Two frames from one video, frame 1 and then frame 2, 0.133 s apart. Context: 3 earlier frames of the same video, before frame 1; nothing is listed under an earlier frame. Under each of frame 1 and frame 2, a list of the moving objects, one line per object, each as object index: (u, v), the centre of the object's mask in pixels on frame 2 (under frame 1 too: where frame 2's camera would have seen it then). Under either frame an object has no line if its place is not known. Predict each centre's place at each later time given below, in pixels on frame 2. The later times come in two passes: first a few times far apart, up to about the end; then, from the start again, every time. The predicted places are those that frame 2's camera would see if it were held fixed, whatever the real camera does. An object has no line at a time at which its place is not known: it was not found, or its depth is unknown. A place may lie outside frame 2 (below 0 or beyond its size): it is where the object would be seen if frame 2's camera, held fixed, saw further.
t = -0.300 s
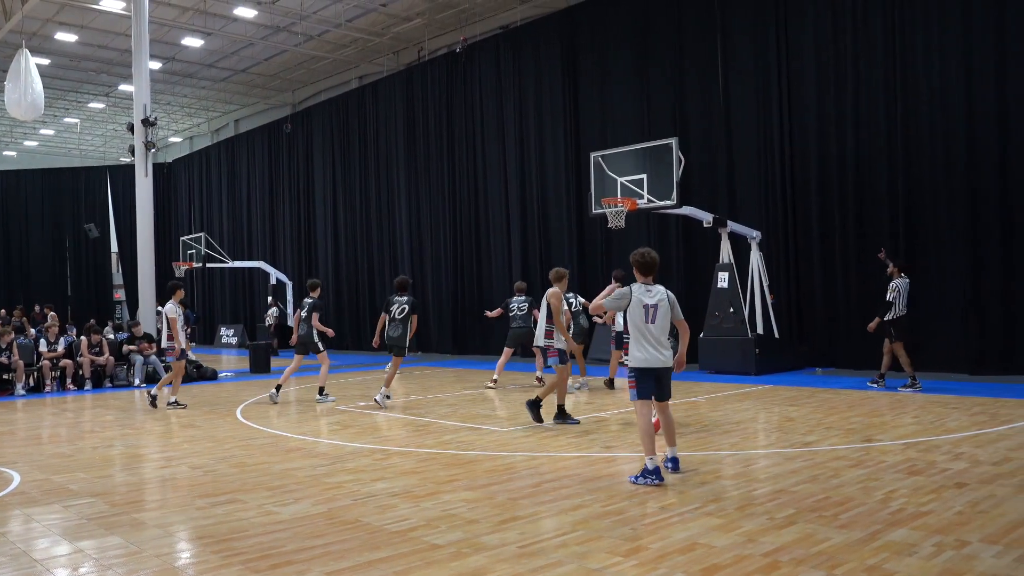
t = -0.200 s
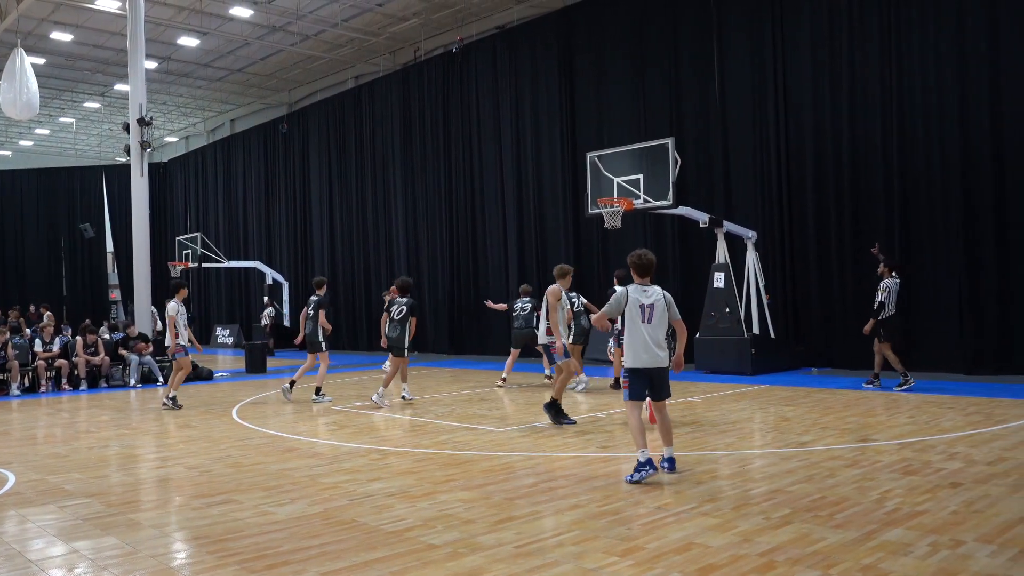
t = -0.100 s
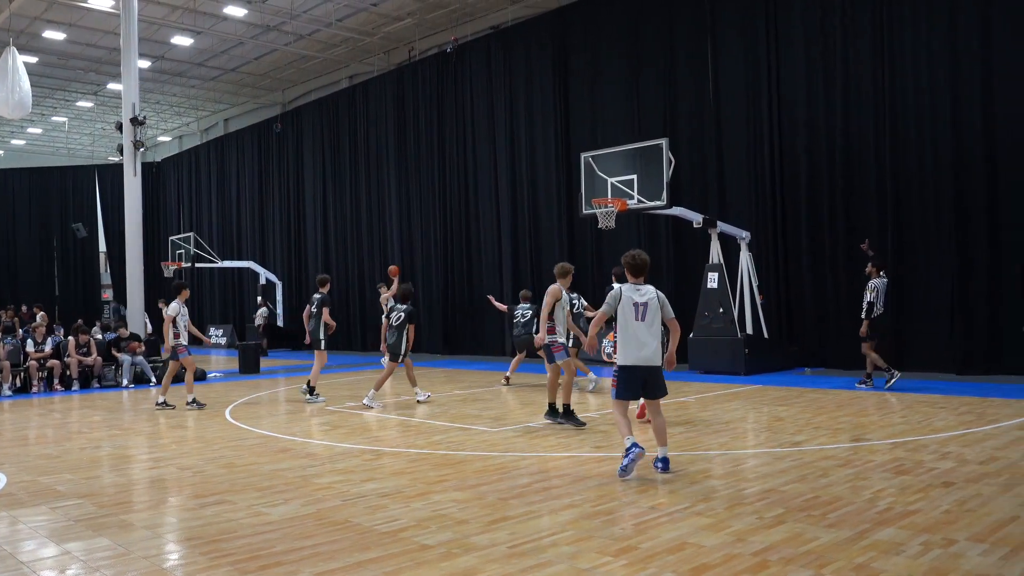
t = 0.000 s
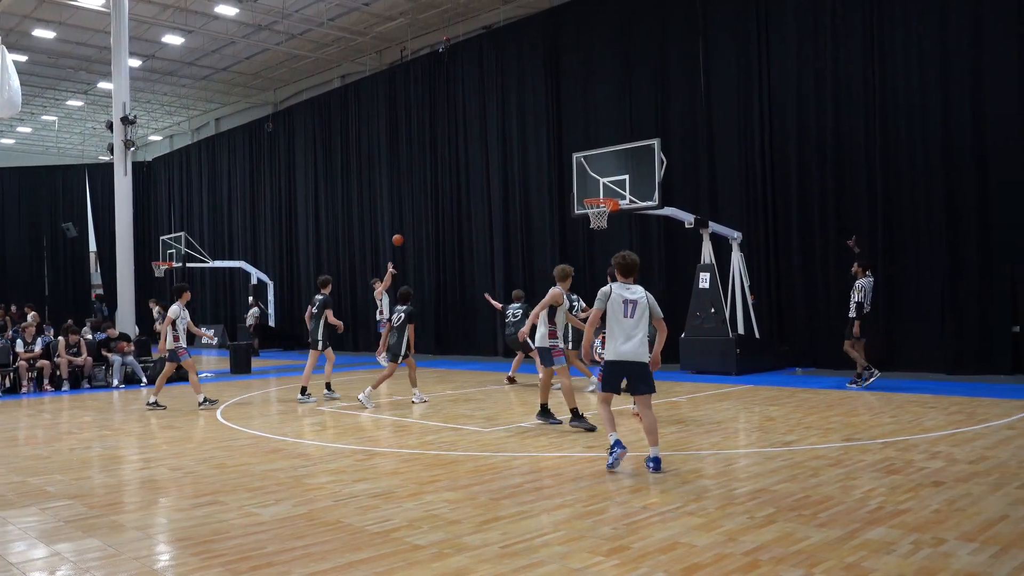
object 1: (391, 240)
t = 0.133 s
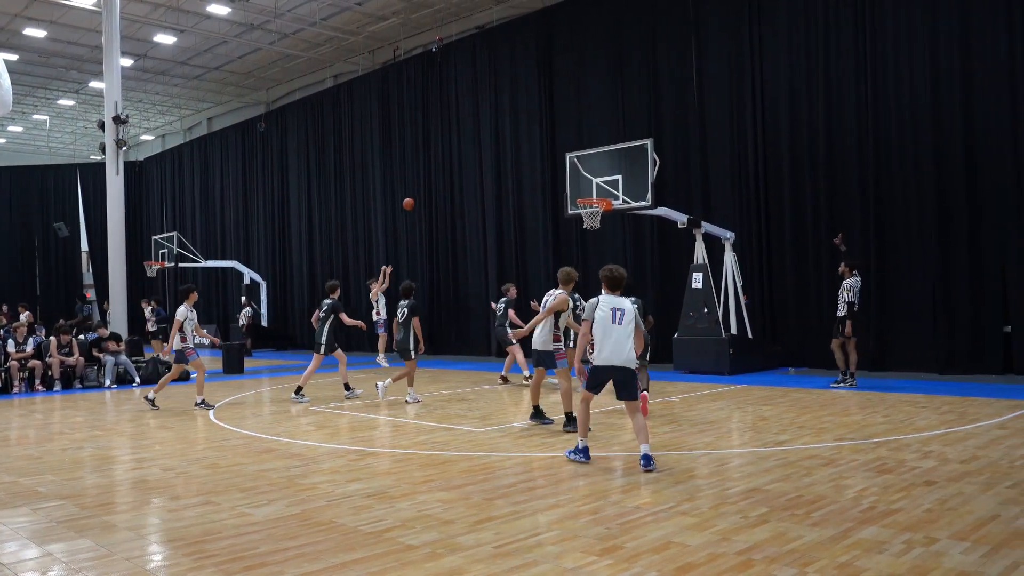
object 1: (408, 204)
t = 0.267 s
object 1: (427, 175)
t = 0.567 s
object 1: (472, 138)
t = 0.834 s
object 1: (518, 143)
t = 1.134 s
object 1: (574, 196)
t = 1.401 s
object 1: (542, 155)
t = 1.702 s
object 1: (505, 158)
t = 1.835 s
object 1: (489, 177)
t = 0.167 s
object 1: (413, 196)
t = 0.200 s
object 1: (418, 189)
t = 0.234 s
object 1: (422, 181)
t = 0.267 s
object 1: (427, 175)
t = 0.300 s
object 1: (432, 169)
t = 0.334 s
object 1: (436, 163)
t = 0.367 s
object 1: (442, 158)
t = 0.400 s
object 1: (446, 154)
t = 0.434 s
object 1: (451, 149)
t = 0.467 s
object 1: (456, 146)
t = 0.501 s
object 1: (461, 143)
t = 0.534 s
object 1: (467, 140)
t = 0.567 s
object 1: (472, 138)
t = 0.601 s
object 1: (477, 137)
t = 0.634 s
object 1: (483, 136)
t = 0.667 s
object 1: (488, 136)
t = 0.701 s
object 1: (494, 136)
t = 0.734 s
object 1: (500, 137)
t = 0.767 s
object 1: (506, 138)
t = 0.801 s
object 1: (511, 140)
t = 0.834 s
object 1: (518, 143)
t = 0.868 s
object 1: (524, 146)
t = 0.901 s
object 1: (530, 150)
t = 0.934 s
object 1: (536, 155)
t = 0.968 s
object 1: (543, 160)
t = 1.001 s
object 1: (549, 166)
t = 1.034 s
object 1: (556, 173)
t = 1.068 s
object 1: (562, 180)
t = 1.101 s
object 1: (569, 189)
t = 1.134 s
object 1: (574, 196)
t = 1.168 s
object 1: (571, 189)
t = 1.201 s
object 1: (566, 183)
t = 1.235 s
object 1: (562, 176)
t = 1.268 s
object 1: (558, 171)
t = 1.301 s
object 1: (554, 166)
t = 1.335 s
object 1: (550, 162)
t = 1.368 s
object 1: (546, 158)
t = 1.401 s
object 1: (542, 155)
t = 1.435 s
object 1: (538, 153)
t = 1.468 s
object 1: (534, 151)
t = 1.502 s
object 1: (530, 150)
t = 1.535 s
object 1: (525, 149)
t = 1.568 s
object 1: (521, 150)
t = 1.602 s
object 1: (517, 151)
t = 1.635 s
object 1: (513, 152)
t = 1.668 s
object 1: (509, 155)
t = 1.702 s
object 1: (505, 158)
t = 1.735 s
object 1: (501, 162)
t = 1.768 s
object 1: (497, 166)
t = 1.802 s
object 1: (493, 171)
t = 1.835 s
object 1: (489, 177)
